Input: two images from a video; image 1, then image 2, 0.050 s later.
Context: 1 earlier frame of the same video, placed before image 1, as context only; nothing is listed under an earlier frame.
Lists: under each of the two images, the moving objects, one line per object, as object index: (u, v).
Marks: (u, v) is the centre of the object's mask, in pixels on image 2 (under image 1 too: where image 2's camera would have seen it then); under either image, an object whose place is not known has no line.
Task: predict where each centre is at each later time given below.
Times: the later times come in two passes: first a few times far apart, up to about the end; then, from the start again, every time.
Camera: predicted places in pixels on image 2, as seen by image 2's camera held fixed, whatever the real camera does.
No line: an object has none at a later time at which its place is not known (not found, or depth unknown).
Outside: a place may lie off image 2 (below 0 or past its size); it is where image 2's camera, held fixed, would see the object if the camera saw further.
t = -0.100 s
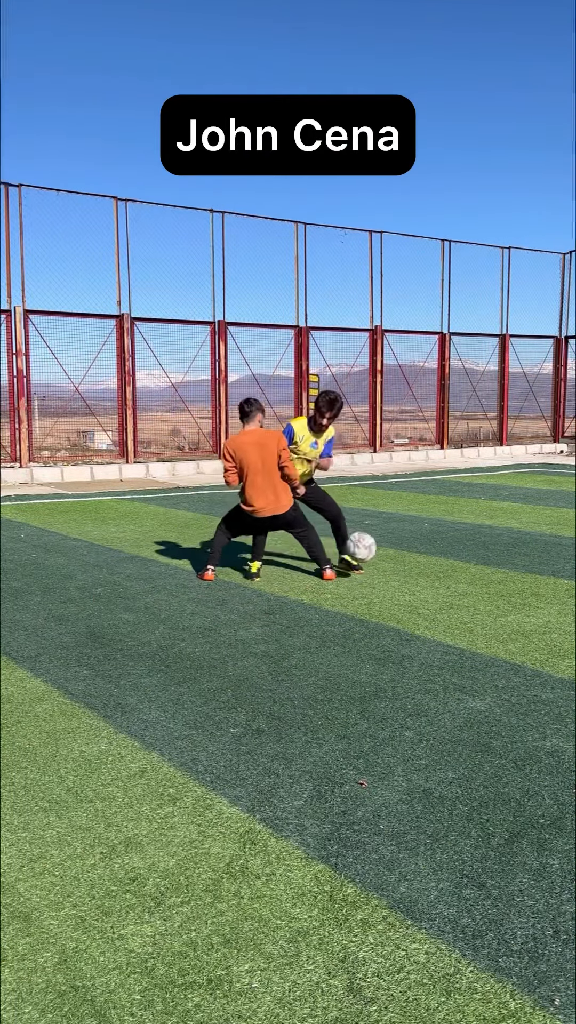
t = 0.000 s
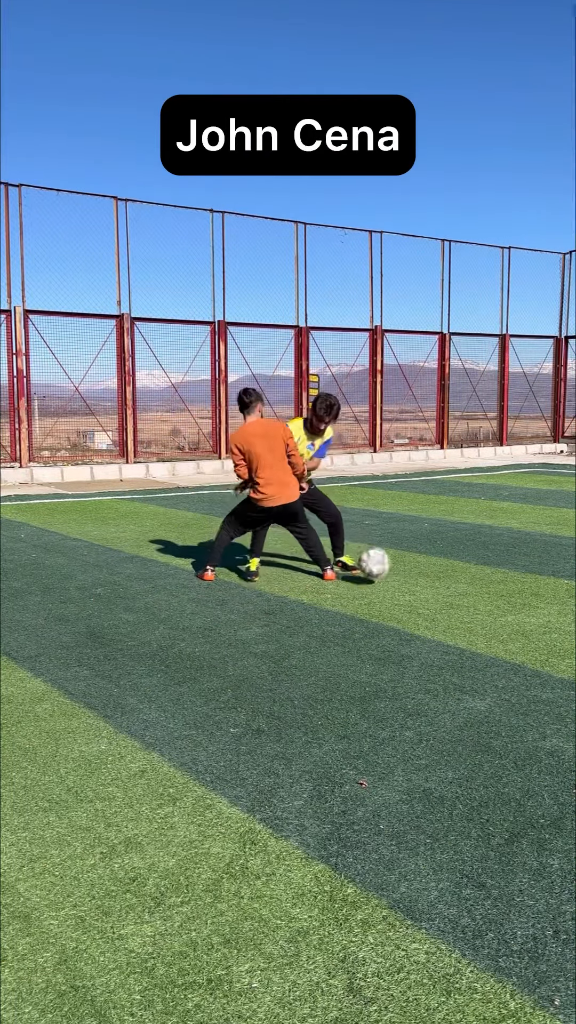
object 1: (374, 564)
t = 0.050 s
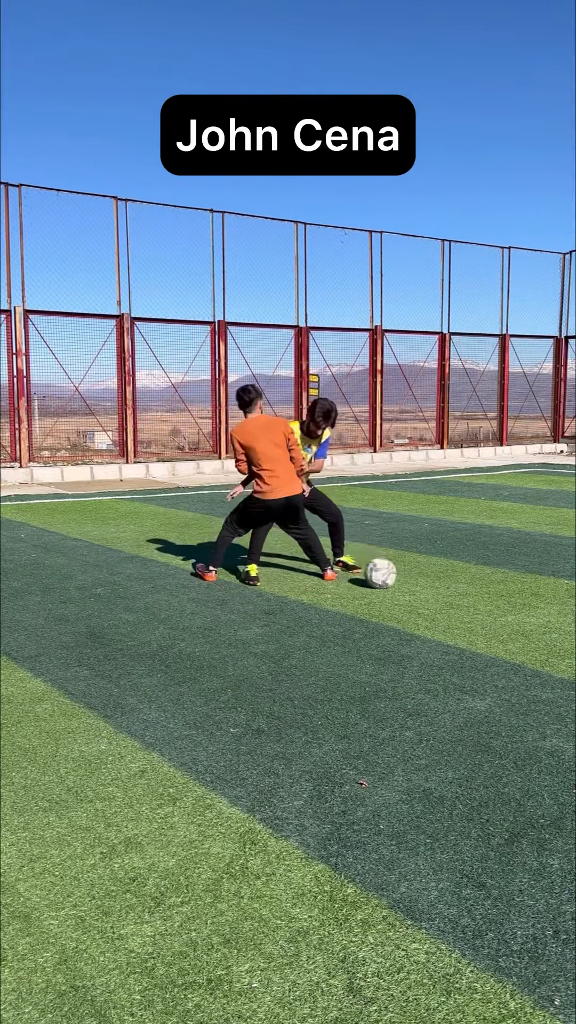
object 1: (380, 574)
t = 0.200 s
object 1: (393, 565)
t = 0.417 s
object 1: (414, 582)
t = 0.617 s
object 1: (433, 596)
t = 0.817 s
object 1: (455, 606)
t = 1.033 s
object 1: (481, 620)
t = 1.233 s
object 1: (505, 632)
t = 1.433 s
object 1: (533, 645)
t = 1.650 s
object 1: (558, 658)
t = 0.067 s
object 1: (381, 571)
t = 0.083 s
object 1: (384, 569)
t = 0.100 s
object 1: (385, 567)
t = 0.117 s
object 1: (386, 566)
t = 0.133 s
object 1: (388, 565)
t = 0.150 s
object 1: (389, 564)
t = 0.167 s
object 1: (390, 564)
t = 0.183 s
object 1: (392, 564)
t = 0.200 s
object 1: (393, 565)
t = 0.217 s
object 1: (395, 565)
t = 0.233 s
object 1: (396, 567)
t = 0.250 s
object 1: (398, 568)
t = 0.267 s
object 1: (399, 571)
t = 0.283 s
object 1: (401, 573)
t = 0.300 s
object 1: (402, 576)
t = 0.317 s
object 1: (404, 579)
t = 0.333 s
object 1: (405, 584)
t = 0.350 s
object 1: (407, 587)
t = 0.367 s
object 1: (408, 585)
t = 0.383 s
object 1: (411, 584)
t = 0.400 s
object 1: (412, 583)
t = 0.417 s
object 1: (414, 582)
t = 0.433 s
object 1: (415, 582)
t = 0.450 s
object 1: (417, 581)
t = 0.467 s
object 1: (418, 582)
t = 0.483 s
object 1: (420, 582)
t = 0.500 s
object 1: (422, 584)
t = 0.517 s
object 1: (423, 586)
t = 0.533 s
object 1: (425, 587)
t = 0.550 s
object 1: (426, 590)
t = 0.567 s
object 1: (428, 592)
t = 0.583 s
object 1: (431, 596)
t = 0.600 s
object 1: (432, 597)
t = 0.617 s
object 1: (433, 596)
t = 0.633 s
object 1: (435, 596)
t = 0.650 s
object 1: (437, 596)
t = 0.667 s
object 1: (439, 596)
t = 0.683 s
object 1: (440, 596)
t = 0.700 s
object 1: (442, 597)
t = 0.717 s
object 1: (443, 599)
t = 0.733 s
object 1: (446, 601)
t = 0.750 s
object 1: (448, 603)
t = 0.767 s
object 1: (450, 606)
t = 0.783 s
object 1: (452, 607)
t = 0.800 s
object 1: (453, 606)
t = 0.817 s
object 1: (455, 606)
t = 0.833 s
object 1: (457, 606)
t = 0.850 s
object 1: (459, 607)
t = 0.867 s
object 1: (461, 608)
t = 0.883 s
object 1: (463, 610)
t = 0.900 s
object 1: (465, 612)
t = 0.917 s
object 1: (467, 614)
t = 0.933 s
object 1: (469, 615)
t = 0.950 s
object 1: (471, 615)
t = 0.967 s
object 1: (473, 615)
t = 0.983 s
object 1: (474, 616)
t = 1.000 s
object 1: (476, 617)
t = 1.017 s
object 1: (479, 618)
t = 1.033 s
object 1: (481, 620)
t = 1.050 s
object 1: (482, 621)
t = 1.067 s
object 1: (484, 622)
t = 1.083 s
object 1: (487, 622)
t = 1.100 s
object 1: (488, 623)
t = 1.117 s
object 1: (490, 625)
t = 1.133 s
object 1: (492, 626)
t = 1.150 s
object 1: (495, 627)
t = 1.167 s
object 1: (497, 628)
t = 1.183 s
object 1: (499, 629)
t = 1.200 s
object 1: (501, 630)
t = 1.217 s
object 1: (503, 631)
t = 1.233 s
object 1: (505, 632)
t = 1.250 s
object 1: (508, 633)
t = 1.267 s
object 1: (510, 634)
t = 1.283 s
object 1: (512, 635)
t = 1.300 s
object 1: (514, 635)
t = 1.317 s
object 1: (516, 636)
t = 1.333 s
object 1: (519, 637)
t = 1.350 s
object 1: (521, 638)
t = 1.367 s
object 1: (523, 639)
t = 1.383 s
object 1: (525, 640)
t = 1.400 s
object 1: (527, 641)
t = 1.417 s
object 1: (530, 643)
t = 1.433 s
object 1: (533, 645)
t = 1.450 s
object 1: (535, 646)
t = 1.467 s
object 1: (537, 646)
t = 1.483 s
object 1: (539, 648)
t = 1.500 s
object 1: (541, 649)
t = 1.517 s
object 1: (544, 650)
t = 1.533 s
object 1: (546, 651)
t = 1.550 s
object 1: (548, 652)
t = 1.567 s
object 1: (550, 652)
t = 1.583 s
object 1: (552, 654)
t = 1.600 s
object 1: (554, 655)
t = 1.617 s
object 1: (556, 656)
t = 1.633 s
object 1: (557, 657)
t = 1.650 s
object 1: (558, 658)
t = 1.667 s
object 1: (560, 659)
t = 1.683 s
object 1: (561, 660)
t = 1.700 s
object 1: (562, 661)
